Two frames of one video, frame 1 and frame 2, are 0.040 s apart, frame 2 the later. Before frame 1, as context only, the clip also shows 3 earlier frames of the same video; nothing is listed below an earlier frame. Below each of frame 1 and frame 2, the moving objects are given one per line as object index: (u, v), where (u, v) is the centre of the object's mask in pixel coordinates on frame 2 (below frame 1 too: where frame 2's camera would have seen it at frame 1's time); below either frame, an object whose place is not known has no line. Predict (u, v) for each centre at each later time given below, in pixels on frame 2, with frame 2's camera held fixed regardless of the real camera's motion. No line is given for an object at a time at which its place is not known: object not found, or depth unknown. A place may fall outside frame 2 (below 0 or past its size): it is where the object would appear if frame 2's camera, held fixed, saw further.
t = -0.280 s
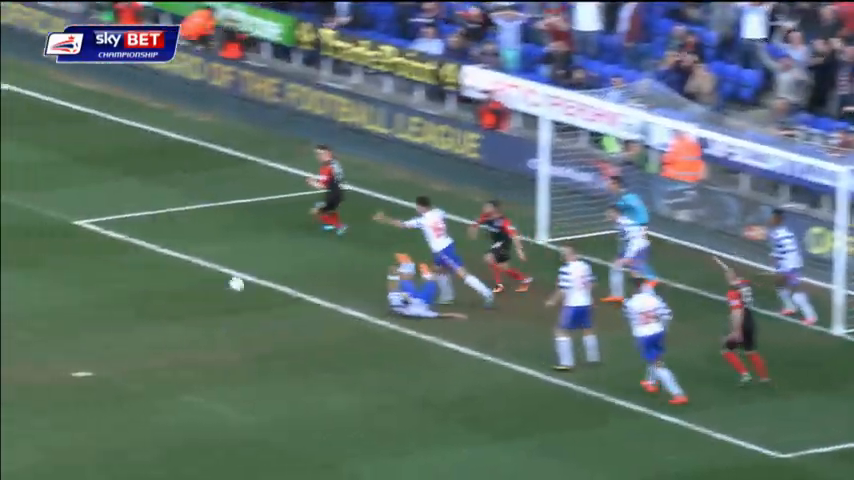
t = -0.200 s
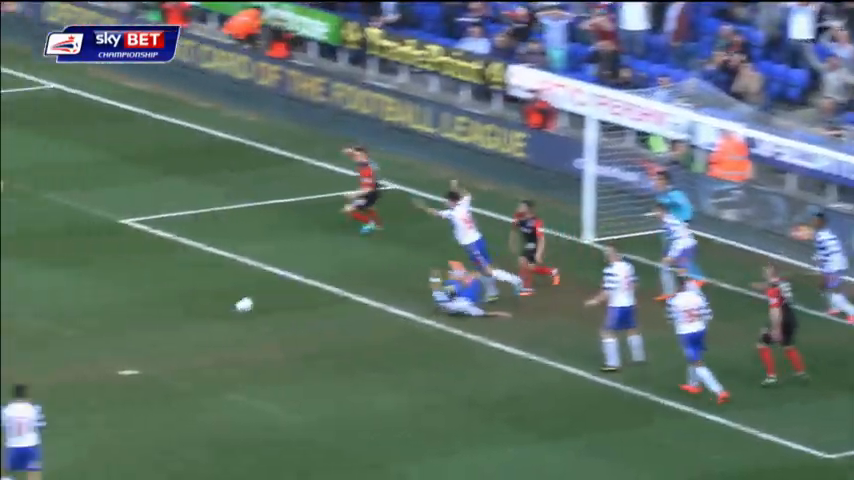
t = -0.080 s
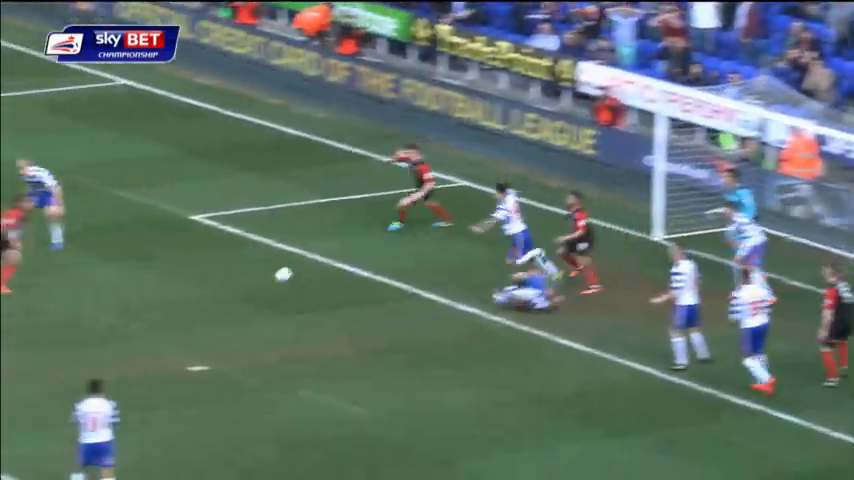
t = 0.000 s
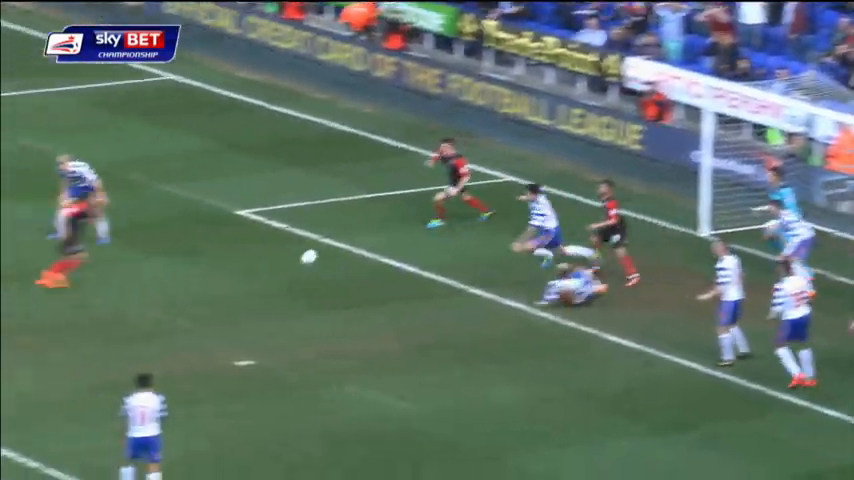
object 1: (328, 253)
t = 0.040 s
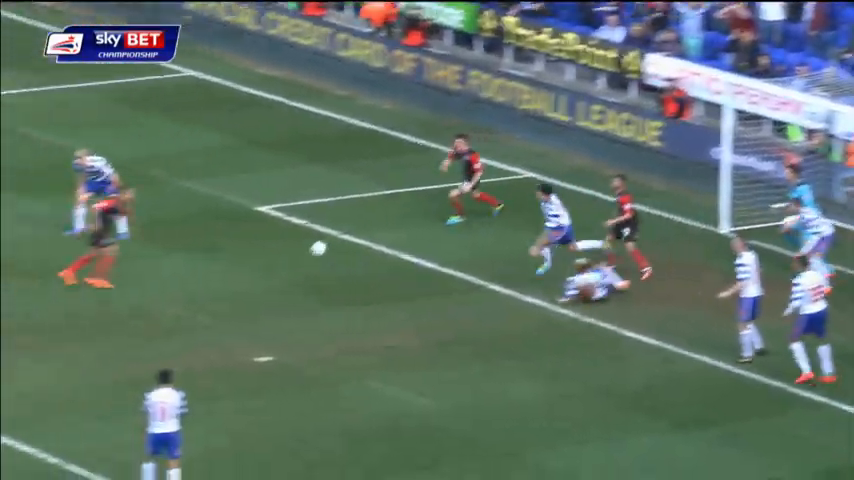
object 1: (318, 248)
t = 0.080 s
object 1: (309, 244)
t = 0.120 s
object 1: (298, 242)
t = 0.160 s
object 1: (288, 240)
